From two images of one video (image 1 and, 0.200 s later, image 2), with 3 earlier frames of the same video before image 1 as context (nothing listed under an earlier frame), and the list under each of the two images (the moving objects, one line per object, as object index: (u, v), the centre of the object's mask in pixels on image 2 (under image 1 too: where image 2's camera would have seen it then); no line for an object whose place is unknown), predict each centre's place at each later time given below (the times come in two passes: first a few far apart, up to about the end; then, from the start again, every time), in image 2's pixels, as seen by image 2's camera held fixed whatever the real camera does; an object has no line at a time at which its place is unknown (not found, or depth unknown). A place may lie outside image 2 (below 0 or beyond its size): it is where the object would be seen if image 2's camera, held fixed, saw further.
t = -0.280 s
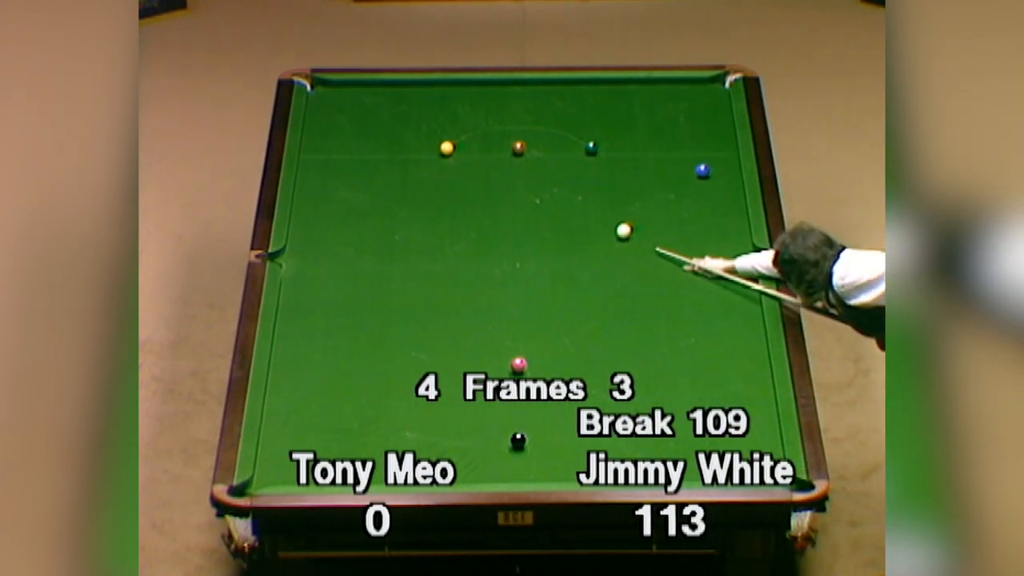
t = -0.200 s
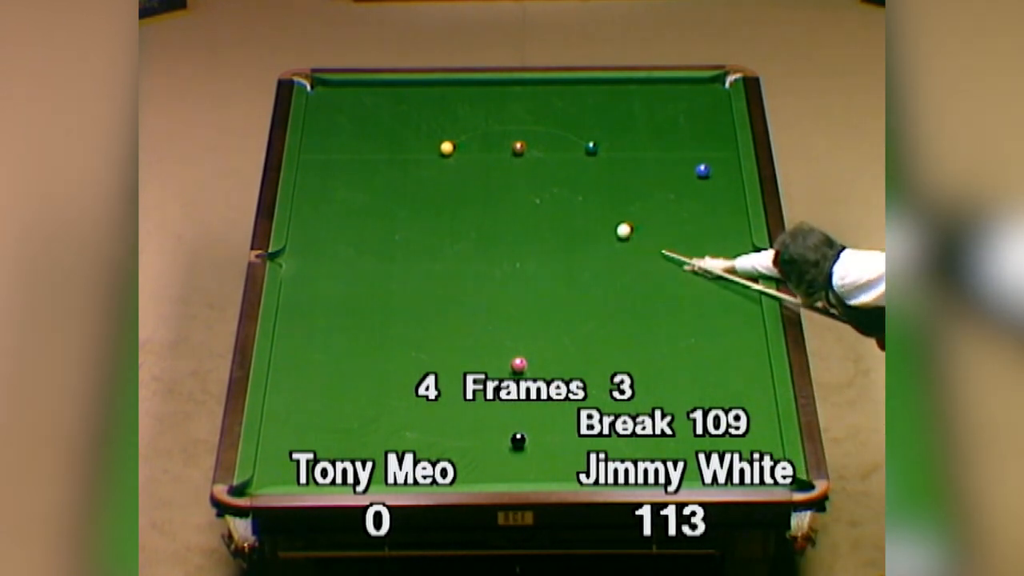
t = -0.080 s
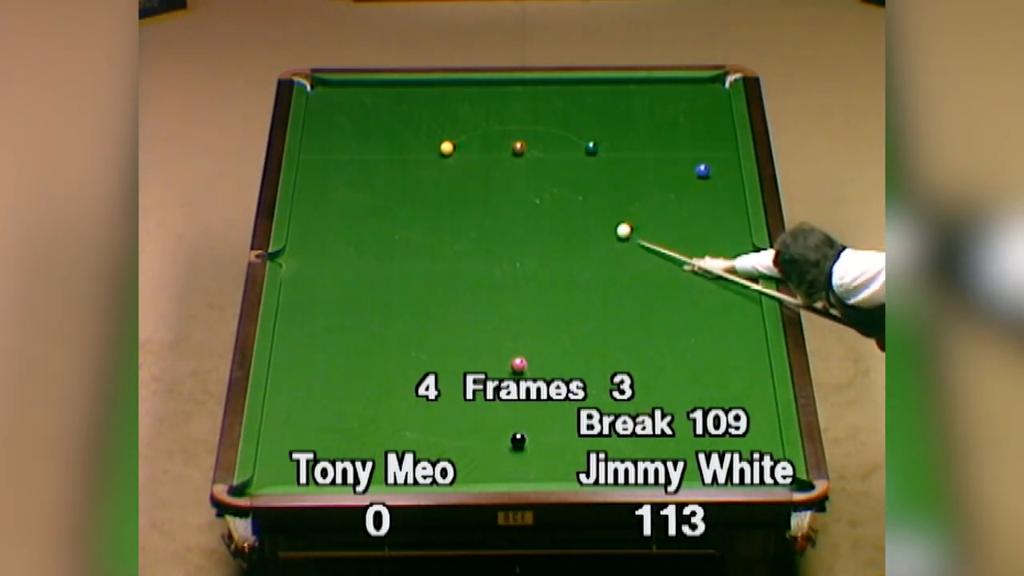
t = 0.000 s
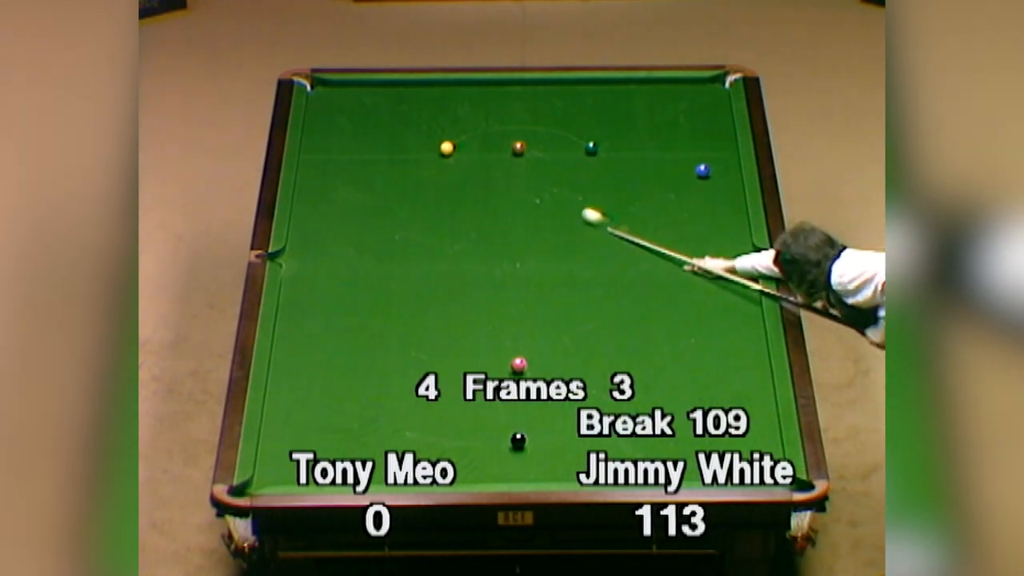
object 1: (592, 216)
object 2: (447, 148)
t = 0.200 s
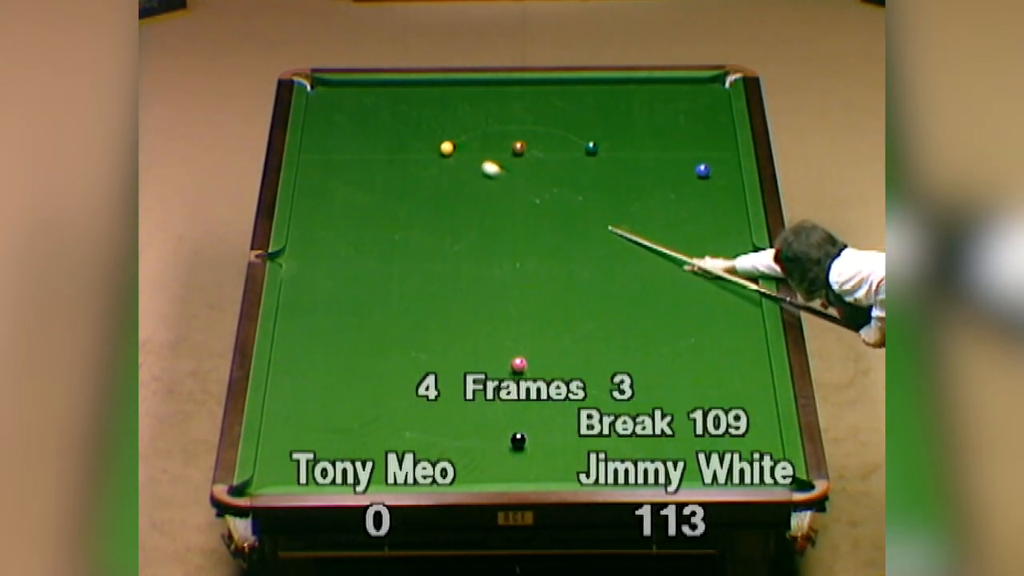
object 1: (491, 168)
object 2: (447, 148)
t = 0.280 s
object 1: (457, 153)
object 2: (445, 147)
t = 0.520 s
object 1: (458, 155)
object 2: (364, 107)
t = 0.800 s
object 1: (465, 160)
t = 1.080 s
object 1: (471, 164)
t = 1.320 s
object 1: (475, 168)
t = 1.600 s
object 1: (480, 171)
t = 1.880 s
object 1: (484, 174)
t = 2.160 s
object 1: (487, 177)
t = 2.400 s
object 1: (489, 178)
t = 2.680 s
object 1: (491, 179)
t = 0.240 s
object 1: (473, 160)
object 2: (447, 148)
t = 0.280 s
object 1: (457, 153)
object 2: (445, 147)
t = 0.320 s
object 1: (454, 152)
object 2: (433, 140)
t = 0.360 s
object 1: (454, 152)
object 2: (418, 133)
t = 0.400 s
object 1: (455, 153)
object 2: (404, 126)
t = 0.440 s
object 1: (456, 154)
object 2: (390, 119)
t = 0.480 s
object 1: (457, 154)
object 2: (376, 113)
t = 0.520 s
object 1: (458, 155)
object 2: (364, 107)
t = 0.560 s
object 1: (459, 156)
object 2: (352, 100)
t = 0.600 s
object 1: (460, 157)
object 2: (340, 95)
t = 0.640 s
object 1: (461, 157)
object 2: (328, 89)
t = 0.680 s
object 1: (462, 158)
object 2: (318, 84)
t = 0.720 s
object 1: (463, 159)
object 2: (308, 79)
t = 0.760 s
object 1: (464, 160)
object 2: (299, 77)
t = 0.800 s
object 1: (465, 160)
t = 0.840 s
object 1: (465, 160)
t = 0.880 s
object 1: (466, 161)
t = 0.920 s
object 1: (467, 162)
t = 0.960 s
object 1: (468, 163)
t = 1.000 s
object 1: (469, 163)
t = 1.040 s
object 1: (470, 164)
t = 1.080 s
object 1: (471, 164)
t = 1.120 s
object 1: (471, 165)
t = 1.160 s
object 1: (472, 166)
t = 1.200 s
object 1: (473, 166)
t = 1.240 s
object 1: (474, 167)
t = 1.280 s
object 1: (475, 167)
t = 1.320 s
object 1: (475, 168)
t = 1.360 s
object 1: (476, 168)
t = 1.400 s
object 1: (477, 169)
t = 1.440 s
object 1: (477, 169)
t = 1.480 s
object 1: (478, 170)
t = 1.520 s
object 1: (479, 170)
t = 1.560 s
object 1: (479, 171)
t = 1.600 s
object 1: (480, 171)
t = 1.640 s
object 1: (480, 172)
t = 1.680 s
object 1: (481, 172)
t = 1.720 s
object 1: (482, 173)
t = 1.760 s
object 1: (482, 173)
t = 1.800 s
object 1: (483, 174)
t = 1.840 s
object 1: (483, 174)
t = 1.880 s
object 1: (484, 174)
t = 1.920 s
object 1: (484, 175)
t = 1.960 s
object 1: (485, 175)
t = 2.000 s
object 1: (485, 175)
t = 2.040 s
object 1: (486, 176)
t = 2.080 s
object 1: (486, 176)
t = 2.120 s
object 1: (486, 176)
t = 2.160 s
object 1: (487, 177)
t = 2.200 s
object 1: (487, 177)
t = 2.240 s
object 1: (488, 177)
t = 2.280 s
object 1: (488, 177)
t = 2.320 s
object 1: (488, 178)
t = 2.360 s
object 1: (489, 178)
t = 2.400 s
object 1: (489, 178)
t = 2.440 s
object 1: (489, 178)
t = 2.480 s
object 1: (490, 179)
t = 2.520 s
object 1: (490, 179)
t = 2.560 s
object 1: (490, 179)
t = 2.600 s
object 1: (491, 179)
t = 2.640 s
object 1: (491, 179)
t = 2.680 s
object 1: (491, 179)
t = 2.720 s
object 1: (491, 180)
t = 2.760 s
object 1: (491, 180)
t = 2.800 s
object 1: (492, 180)
